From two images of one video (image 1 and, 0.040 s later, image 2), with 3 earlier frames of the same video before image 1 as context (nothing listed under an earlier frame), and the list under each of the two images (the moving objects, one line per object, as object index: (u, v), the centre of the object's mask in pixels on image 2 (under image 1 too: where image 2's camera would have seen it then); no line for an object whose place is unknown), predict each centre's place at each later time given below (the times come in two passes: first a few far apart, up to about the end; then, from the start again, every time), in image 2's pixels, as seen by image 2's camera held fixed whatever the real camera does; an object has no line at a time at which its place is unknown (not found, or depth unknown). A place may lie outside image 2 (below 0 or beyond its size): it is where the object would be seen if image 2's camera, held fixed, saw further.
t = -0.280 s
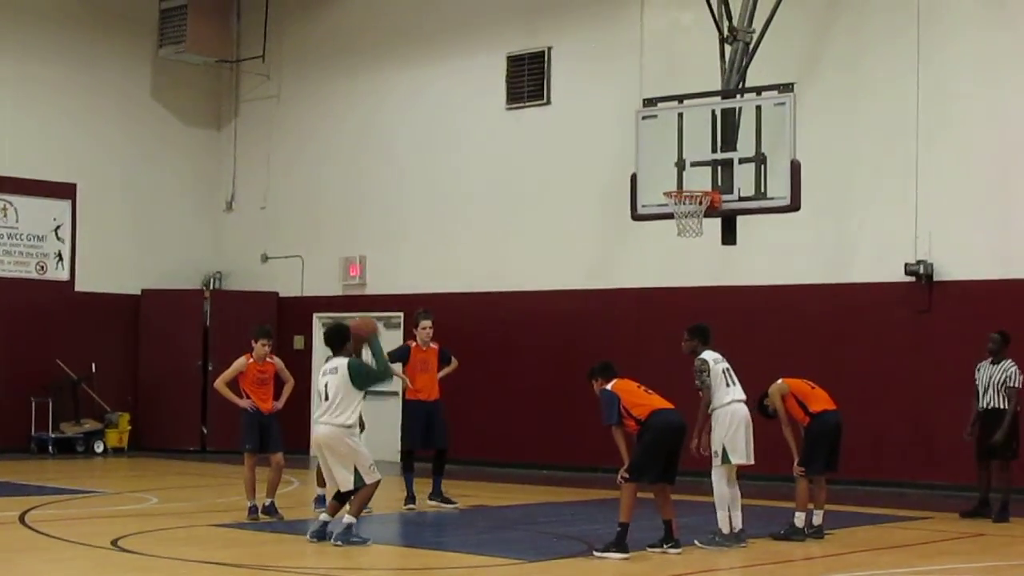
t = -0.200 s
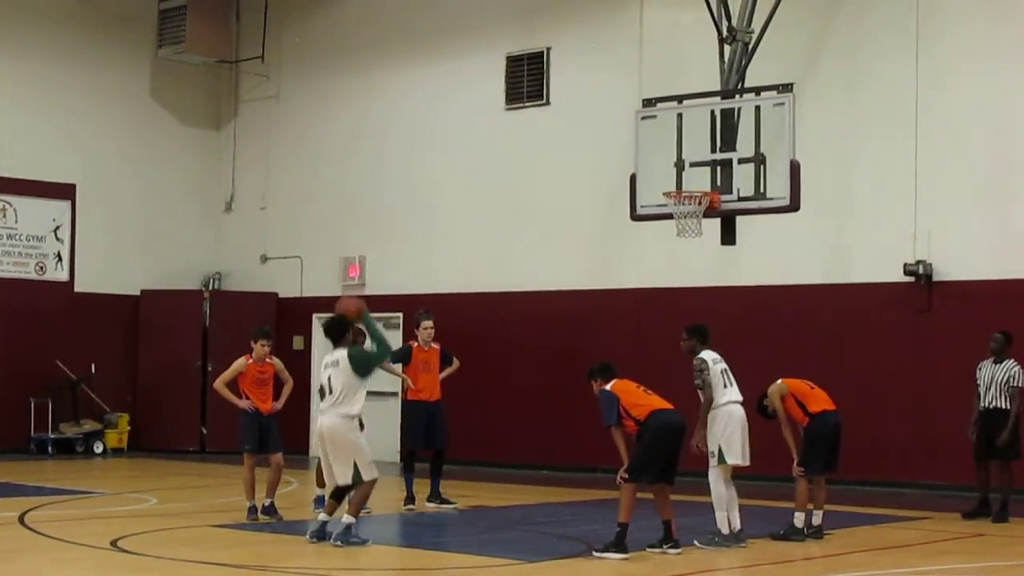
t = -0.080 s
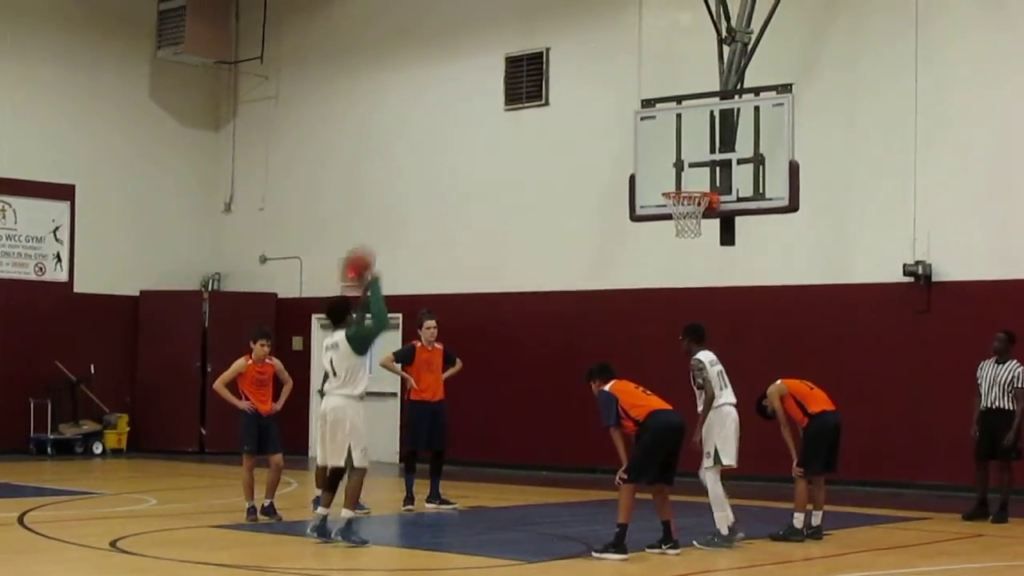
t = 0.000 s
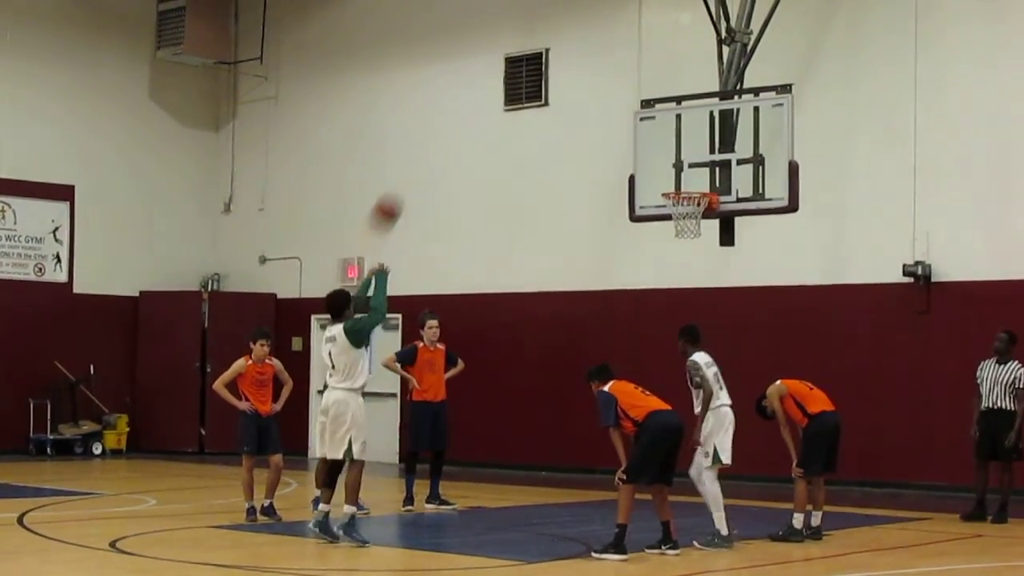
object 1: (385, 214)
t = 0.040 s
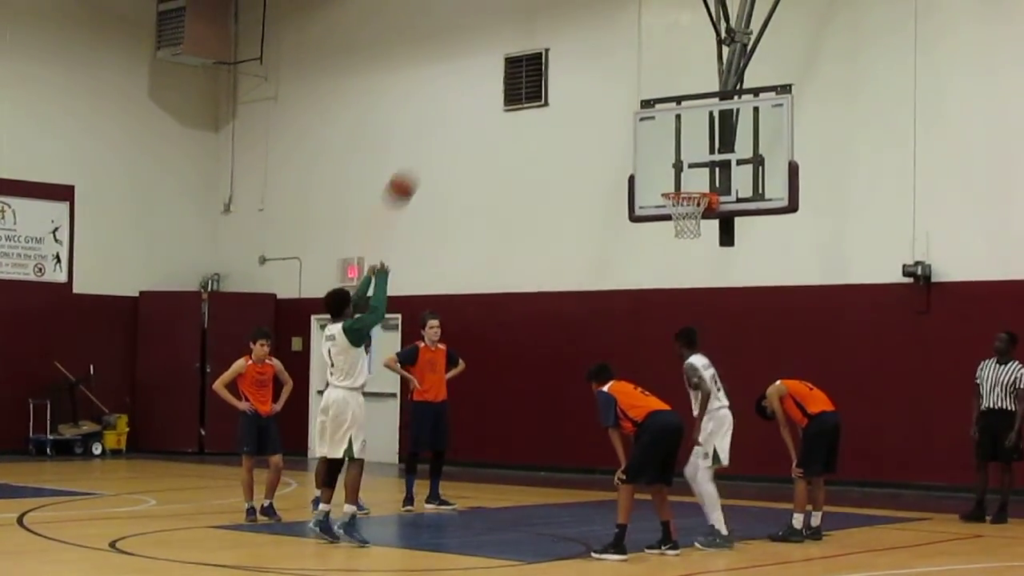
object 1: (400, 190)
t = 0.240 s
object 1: (470, 103)
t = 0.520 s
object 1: (557, 68)
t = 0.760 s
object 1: (622, 106)
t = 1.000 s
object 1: (670, 181)
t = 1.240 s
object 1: (636, 172)
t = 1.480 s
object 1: (597, 226)
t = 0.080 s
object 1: (415, 168)
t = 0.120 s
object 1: (429, 147)
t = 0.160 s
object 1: (443, 130)
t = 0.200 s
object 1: (457, 116)
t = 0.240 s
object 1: (470, 103)
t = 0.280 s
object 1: (483, 92)
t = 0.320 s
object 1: (496, 83)
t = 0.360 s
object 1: (510, 75)
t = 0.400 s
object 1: (520, 72)
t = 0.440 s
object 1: (532, 68)
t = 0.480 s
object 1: (544, 67)
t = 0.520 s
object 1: (557, 68)
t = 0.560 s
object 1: (568, 70)
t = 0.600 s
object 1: (579, 74)
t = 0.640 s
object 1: (590, 80)
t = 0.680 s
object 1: (601, 87)
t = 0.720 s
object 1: (612, 96)
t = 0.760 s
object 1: (622, 106)
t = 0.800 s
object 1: (632, 119)
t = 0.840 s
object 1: (641, 131)
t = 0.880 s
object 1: (653, 147)
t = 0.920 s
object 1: (661, 162)
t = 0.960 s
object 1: (672, 180)
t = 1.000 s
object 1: (670, 181)
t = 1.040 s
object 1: (664, 175)
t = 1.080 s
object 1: (658, 171)
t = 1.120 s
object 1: (653, 169)
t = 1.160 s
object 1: (647, 168)
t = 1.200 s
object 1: (641, 169)
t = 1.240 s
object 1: (636, 172)
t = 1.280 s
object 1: (630, 175)
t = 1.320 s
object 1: (623, 182)
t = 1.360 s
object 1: (616, 190)
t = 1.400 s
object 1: (611, 200)
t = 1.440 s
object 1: (604, 212)
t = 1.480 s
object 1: (597, 226)
